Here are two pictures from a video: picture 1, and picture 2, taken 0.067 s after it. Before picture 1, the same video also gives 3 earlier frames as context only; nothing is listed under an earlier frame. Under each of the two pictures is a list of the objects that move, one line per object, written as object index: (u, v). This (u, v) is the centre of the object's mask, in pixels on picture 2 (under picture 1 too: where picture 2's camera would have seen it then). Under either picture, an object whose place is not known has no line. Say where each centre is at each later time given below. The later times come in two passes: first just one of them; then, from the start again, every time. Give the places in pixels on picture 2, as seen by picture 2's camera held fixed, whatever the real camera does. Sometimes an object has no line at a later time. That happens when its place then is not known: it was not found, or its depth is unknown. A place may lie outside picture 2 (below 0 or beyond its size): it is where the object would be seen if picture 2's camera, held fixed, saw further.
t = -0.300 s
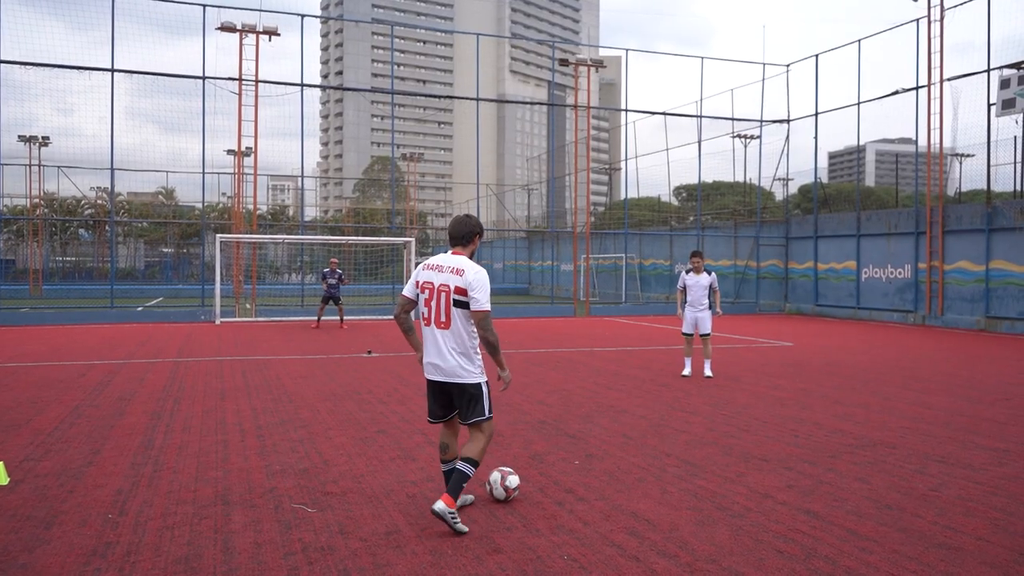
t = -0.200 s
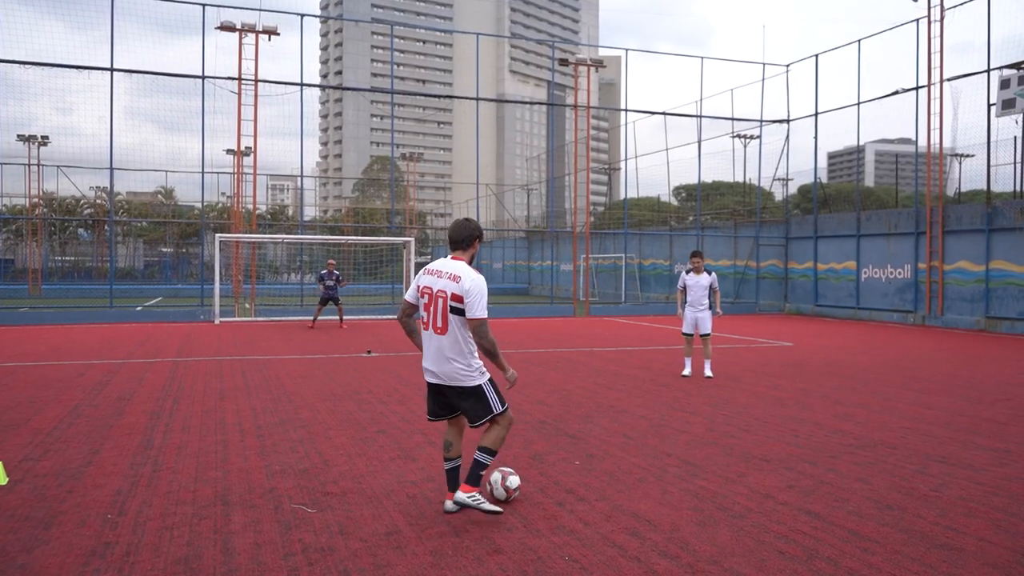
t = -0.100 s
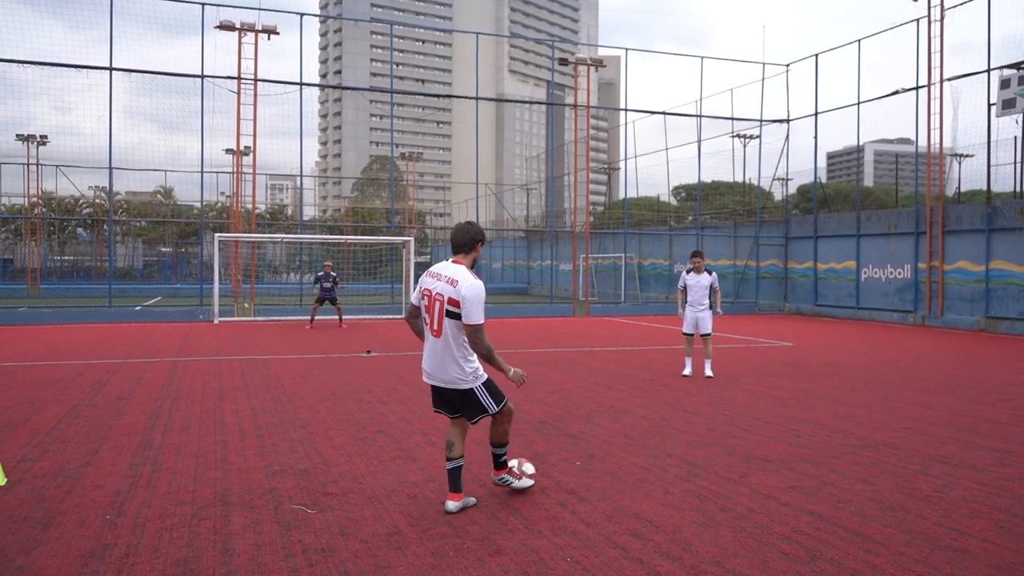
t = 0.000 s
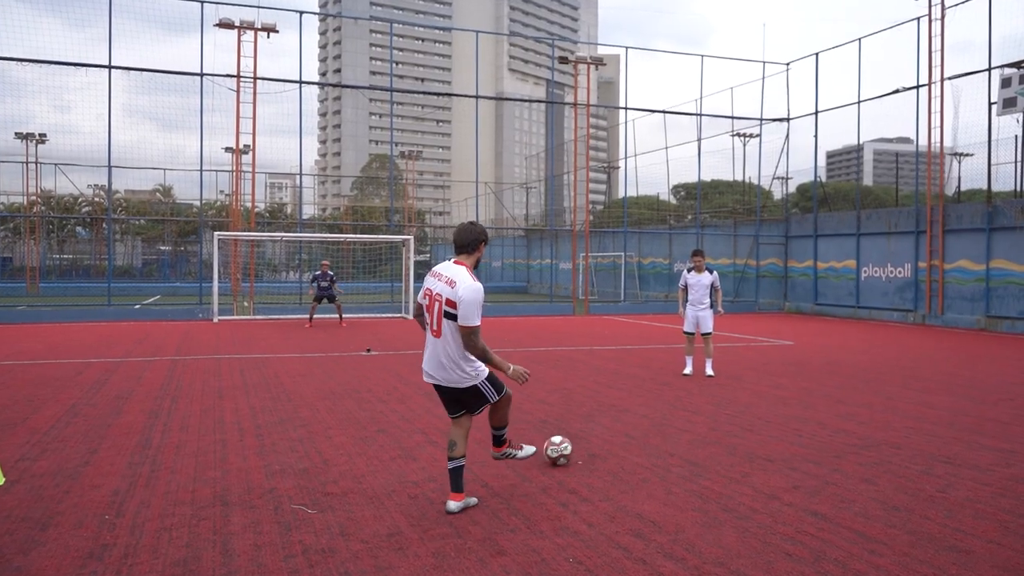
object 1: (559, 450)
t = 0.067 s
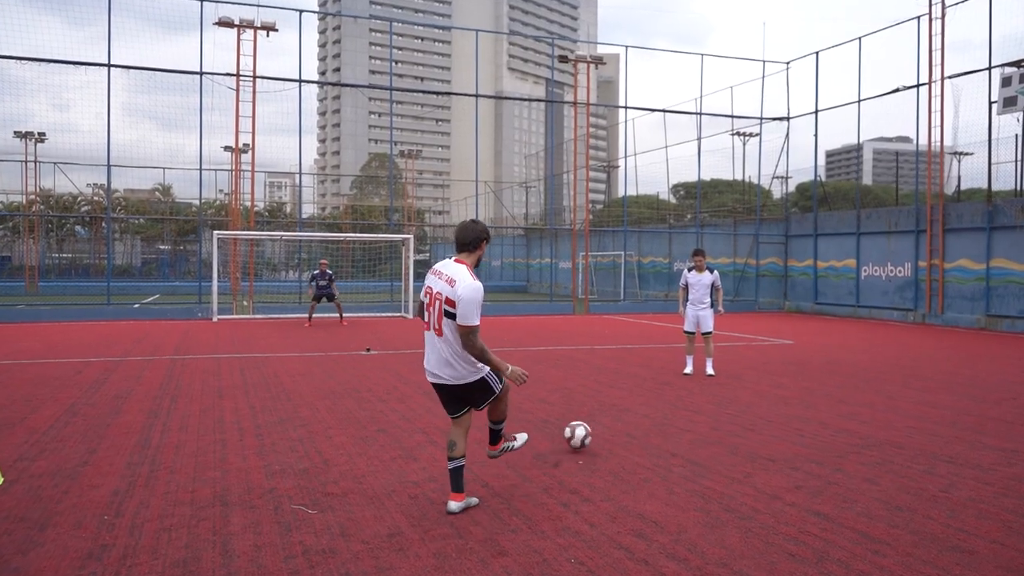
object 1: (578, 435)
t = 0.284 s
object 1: (620, 408)
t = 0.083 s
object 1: (582, 432)
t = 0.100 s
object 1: (586, 429)
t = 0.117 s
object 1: (590, 428)
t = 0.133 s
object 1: (594, 426)
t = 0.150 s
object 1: (597, 425)
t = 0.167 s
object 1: (601, 424)
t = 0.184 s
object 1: (604, 421)
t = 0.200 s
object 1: (607, 418)
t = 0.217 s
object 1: (609, 416)
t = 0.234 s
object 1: (613, 414)
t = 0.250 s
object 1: (615, 412)
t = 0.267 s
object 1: (617, 410)
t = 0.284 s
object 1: (620, 408)
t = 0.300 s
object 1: (623, 407)
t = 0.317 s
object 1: (625, 406)
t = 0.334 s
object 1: (627, 406)
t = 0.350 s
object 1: (629, 405)
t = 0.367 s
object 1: (632, 405)
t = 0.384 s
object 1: (633, 403)
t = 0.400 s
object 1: (635, 401)
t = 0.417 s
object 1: (636, 398)
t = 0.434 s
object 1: (638, 396)
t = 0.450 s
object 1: (640, 395)
